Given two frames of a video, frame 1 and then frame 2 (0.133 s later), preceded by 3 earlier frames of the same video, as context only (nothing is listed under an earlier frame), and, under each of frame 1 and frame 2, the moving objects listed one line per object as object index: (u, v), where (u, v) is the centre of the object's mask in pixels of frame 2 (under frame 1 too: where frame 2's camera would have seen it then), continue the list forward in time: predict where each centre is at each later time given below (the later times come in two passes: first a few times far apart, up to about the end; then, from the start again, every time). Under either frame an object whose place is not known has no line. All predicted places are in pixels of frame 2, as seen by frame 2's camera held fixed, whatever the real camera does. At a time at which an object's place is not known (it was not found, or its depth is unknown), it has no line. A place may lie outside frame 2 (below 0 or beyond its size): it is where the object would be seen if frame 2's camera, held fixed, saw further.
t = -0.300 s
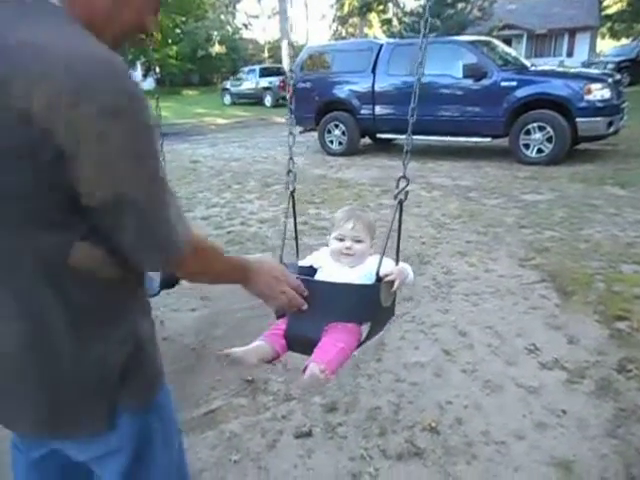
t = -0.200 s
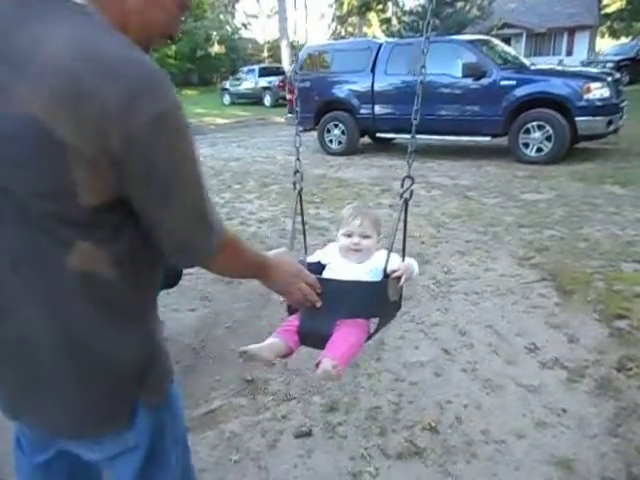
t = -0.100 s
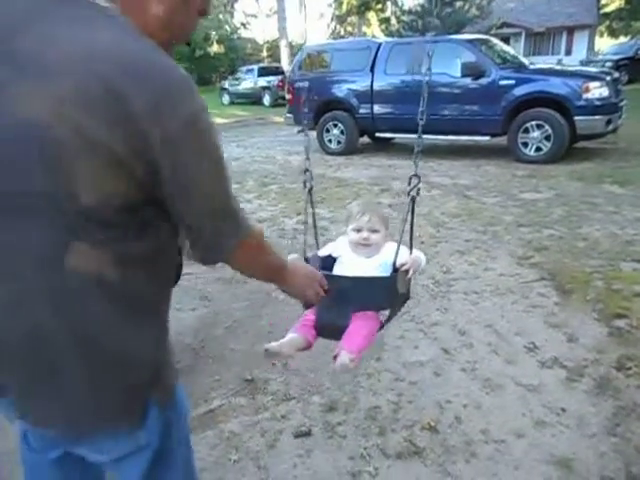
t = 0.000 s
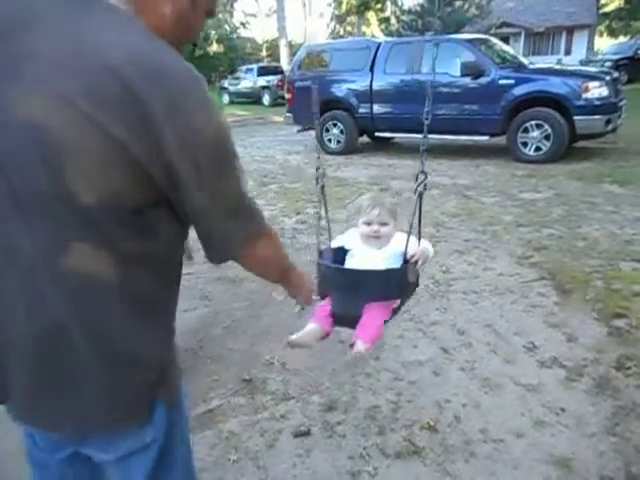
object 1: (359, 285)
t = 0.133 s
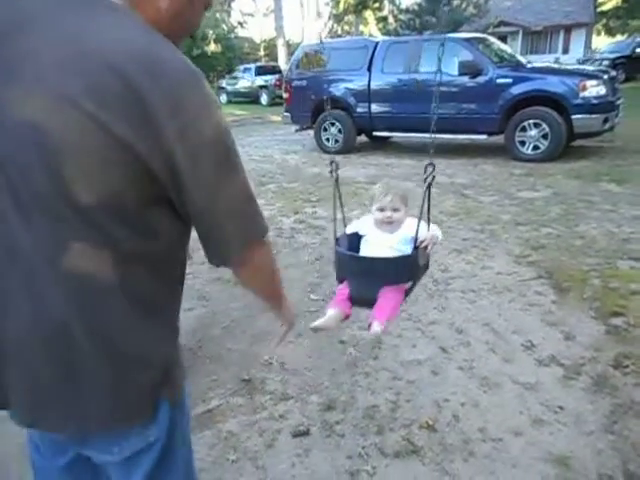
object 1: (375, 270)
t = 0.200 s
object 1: (382, 262)
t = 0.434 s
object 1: (401, 235)
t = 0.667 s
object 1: (409, 219)
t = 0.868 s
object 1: (409, 219)
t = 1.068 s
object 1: (402, 232)
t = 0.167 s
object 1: (379, 266)
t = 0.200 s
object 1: (382, 262)
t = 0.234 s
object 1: (385, 258)
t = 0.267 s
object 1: (388, 254)
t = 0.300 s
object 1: (391, 250)
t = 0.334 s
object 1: (394, 246)
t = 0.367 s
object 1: (396, 242)
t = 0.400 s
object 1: (398, 238)
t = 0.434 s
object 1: (401, 235)
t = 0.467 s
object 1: (403, 232)
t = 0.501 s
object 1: (404, 229)
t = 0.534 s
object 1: (406, 226)
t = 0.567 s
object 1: (407, 223)
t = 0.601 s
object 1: (408, 222)
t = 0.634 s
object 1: (409, 220)
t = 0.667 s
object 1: (409, 219)
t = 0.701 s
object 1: (410, 218)
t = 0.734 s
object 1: (410, 218)
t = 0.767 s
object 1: (410, 218)
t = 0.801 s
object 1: (410, 218)
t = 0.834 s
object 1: (410, 218)
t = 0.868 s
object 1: (409, 219)
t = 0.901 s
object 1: (409, 221)
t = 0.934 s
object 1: (407, 222)
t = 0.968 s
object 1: (407, 225)
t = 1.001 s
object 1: (405, 227)
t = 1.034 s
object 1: (403, 230)
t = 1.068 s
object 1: (402, 232)
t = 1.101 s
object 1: (400, 235)
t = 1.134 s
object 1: (398, 238)
